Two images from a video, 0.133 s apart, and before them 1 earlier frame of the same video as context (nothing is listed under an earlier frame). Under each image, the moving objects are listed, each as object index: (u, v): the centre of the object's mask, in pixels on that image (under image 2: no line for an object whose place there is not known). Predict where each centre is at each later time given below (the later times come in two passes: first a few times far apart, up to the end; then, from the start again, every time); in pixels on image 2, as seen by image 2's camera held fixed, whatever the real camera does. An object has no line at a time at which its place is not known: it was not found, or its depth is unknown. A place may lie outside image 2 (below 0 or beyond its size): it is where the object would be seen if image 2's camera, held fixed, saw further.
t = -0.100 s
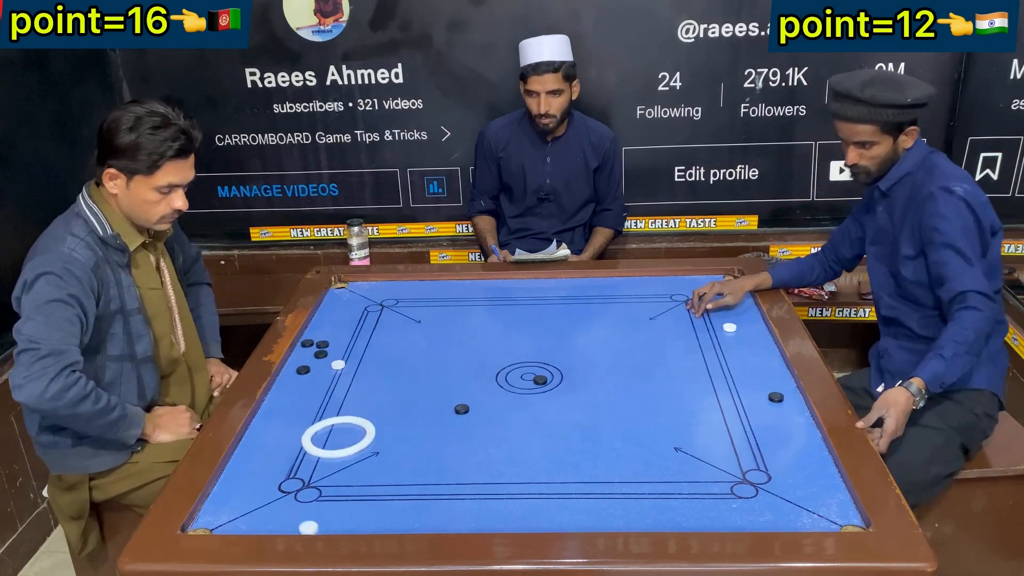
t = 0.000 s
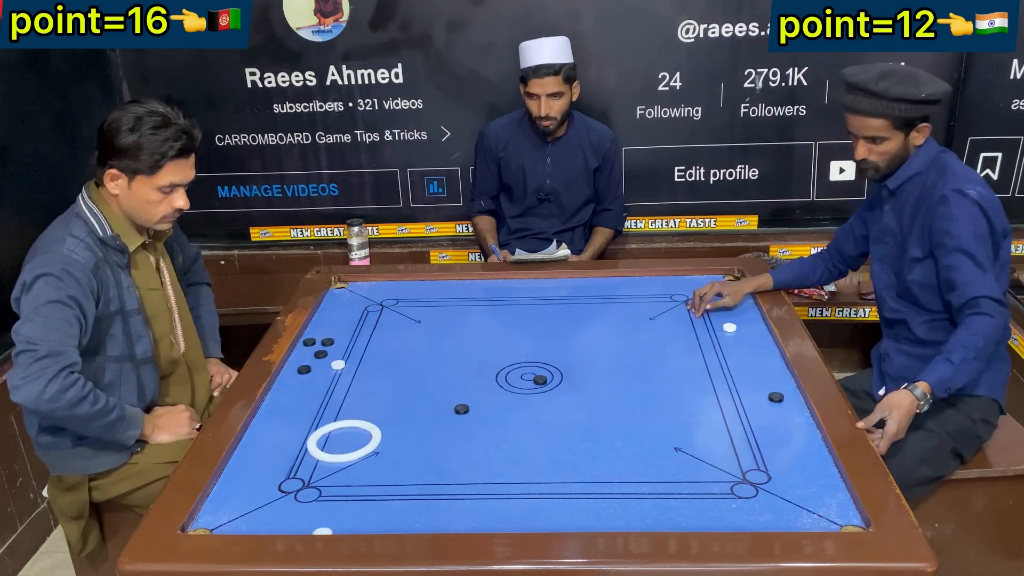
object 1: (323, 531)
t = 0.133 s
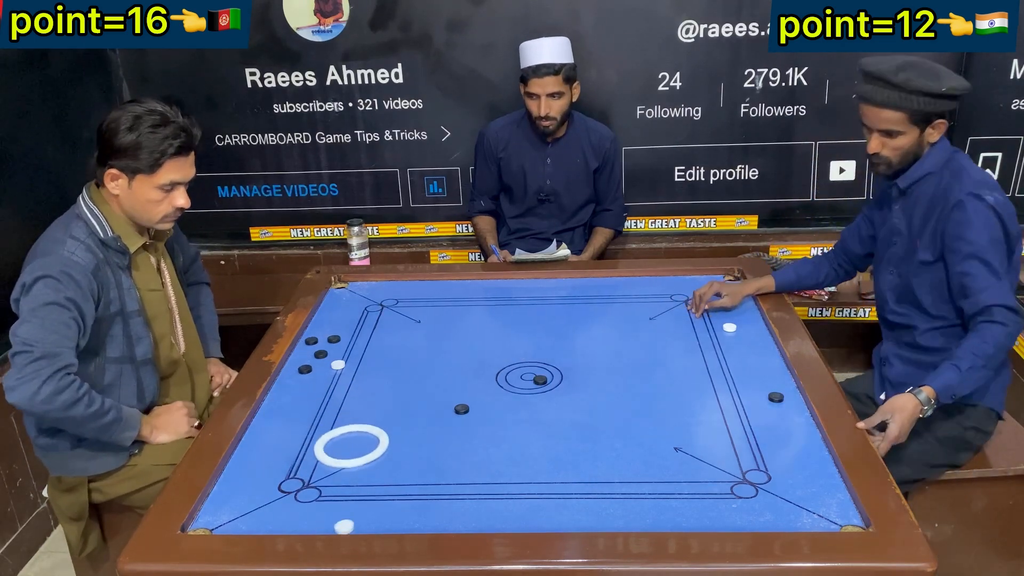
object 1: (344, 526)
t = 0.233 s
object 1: (359, 521)
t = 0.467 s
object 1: (392, 506)
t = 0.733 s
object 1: (423, 491)
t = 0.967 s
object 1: (444, 479)
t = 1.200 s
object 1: (460, 470)
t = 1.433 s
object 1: (472, 462)
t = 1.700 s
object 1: (481, 455)
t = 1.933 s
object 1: (486, 452)
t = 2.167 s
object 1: (489, 450)
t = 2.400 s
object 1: (490, 449)
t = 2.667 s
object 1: (490, 449)
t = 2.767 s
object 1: (490, 449)
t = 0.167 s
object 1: (349, 525)
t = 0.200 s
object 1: (354, 523)
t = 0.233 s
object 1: (359, 521)
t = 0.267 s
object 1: (364, 519)
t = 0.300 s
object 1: (369, 517)
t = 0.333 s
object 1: (374, 514)
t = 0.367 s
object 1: (378, 512)
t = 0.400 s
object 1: (383, 510)
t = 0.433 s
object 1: (387, 508)
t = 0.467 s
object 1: (392, 506)
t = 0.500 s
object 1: (396, 504)
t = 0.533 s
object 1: (400, 502)
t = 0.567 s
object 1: (404, 501)
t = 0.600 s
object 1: (408, 499)
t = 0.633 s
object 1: (412, 497)
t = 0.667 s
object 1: (416, 495)
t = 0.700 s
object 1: (419, 493)
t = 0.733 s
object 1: (423, 491)
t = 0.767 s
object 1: (426, 489)
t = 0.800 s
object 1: (429, 487)
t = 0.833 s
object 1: (433, 486)
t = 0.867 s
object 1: (435, 484)
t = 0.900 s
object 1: (439, 482)
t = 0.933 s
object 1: (441, 481)
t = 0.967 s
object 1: (444, 479)
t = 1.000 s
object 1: (446, 478)
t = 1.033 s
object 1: (449, 476)
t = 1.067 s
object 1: (451, 475)
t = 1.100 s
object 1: (453, 474)
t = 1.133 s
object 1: (456, 472)
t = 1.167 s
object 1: (458, 471)
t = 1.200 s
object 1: (460, 470)
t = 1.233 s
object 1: (462, 469)
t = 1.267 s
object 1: (464, 467)
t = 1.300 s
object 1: (466, 466)
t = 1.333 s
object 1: (467, 465)
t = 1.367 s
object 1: (469, 464)
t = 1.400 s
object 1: (470, 463)
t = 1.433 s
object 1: (472, 462)
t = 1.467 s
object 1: (473, 461)
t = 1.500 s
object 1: (474, 460)
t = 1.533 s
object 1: (476, 459)
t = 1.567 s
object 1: (477, 458)
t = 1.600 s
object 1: (478, 457)
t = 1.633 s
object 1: (479, 457)
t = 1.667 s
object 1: (480, 456)
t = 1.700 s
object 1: (481, 455)
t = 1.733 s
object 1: (482, 455)
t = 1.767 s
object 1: (483, 454)
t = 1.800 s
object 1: (484, 454)
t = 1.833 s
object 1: (485, 453)
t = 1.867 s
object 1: (485, 453)
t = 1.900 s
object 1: (486, 453)
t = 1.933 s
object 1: (486, 452)
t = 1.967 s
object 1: (487, 452)
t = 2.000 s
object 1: (487, 451)
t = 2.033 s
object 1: (488, 451)
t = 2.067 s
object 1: (488, 451)
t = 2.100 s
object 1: (488, 451)
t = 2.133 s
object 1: (489, 450)
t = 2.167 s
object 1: (489, 450)
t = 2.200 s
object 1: (489, 450)
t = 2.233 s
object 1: (489, 450)
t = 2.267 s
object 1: (490, 450)
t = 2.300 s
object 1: (490, 450)
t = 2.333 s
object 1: (490, 450)
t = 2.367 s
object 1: (490, 449)
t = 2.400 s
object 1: (490, 449)
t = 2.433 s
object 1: (490, 449)
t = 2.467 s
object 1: (490, 449)
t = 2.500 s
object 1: (490, 449)
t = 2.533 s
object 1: (490, 449)
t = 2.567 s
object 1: (490, 449)
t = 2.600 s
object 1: (490, 449)
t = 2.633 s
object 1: (490, 449)
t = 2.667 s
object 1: (490, 449)
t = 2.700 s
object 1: (490, 449)
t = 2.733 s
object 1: (490, 449)
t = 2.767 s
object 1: (490, 449)
